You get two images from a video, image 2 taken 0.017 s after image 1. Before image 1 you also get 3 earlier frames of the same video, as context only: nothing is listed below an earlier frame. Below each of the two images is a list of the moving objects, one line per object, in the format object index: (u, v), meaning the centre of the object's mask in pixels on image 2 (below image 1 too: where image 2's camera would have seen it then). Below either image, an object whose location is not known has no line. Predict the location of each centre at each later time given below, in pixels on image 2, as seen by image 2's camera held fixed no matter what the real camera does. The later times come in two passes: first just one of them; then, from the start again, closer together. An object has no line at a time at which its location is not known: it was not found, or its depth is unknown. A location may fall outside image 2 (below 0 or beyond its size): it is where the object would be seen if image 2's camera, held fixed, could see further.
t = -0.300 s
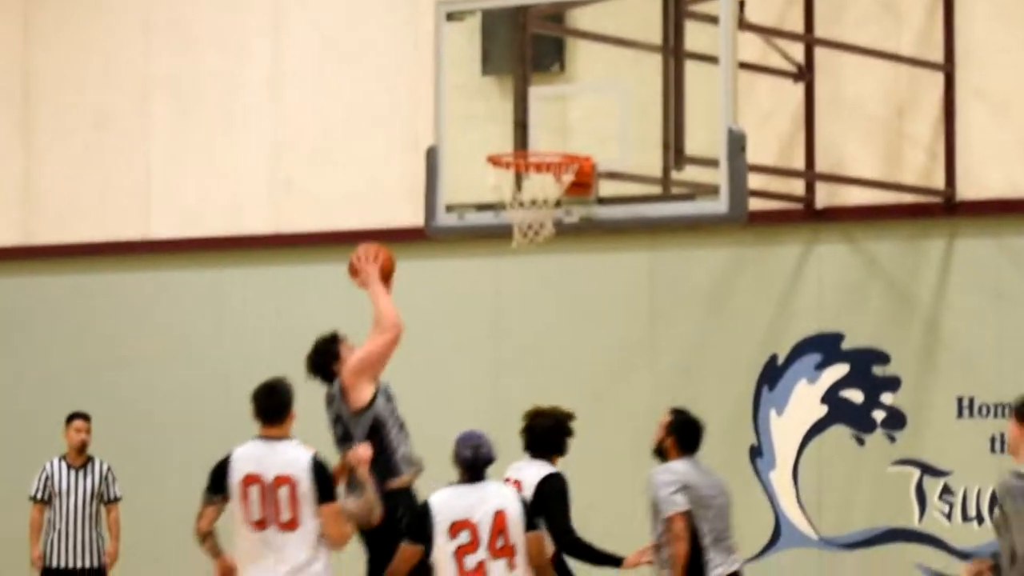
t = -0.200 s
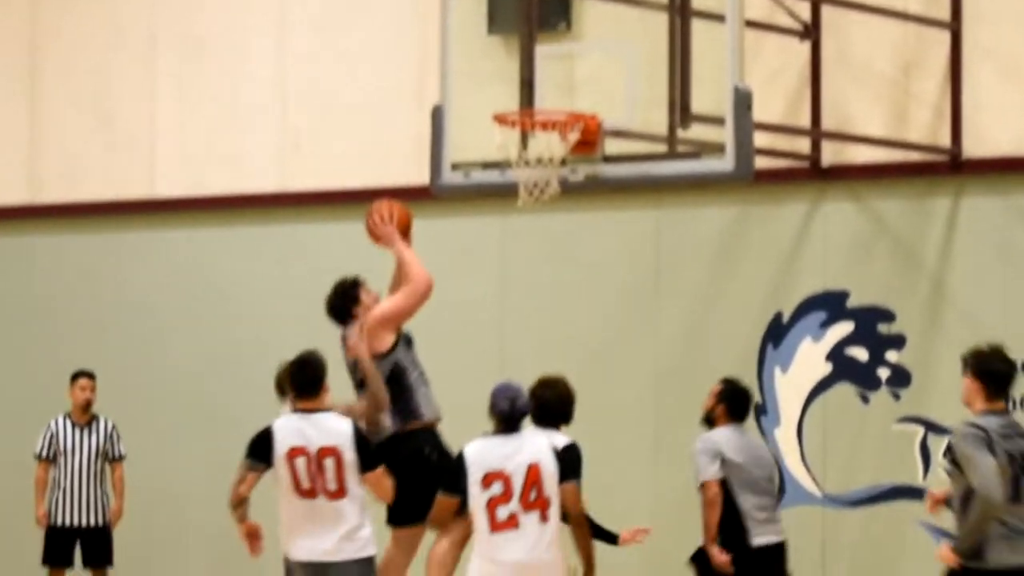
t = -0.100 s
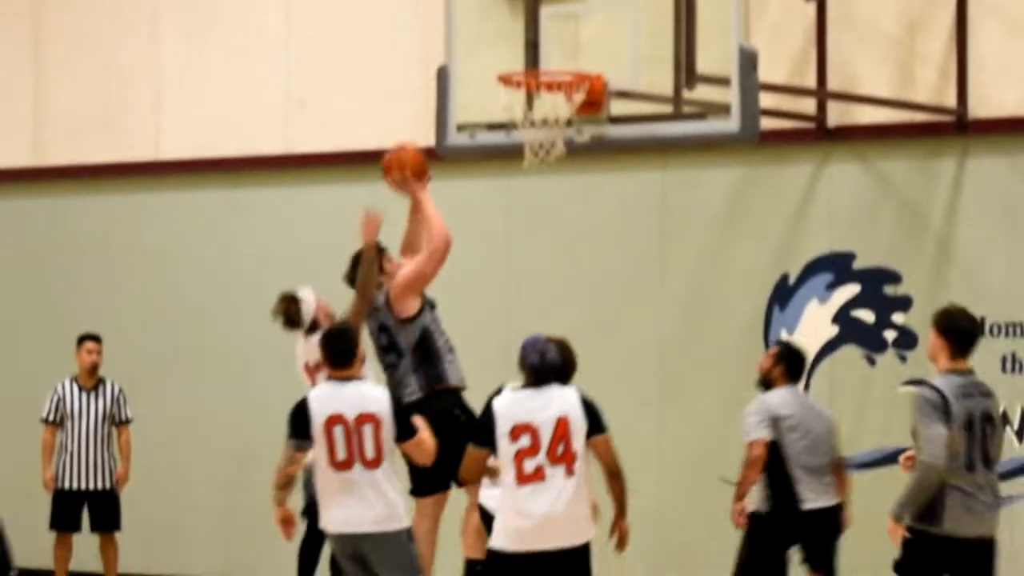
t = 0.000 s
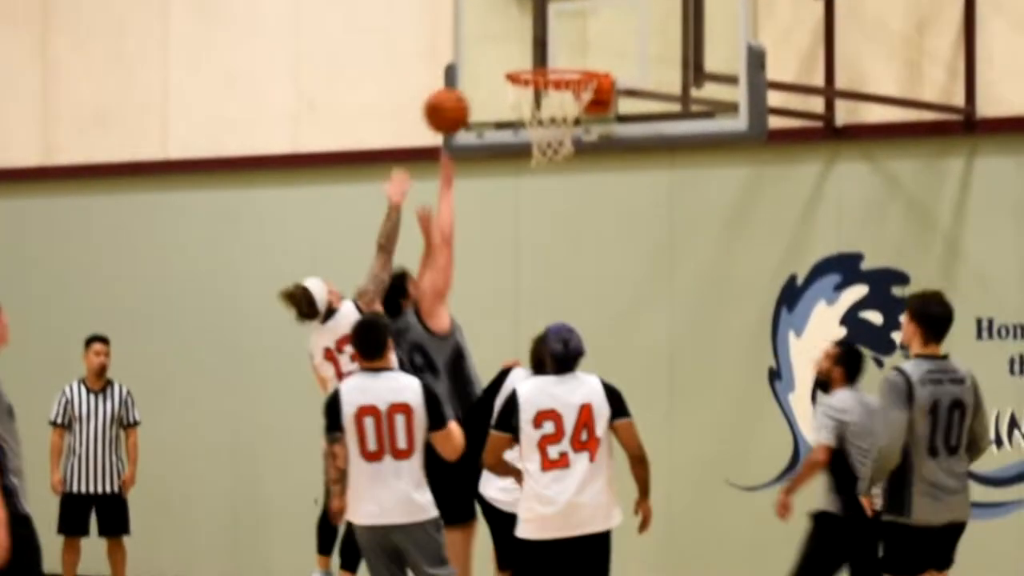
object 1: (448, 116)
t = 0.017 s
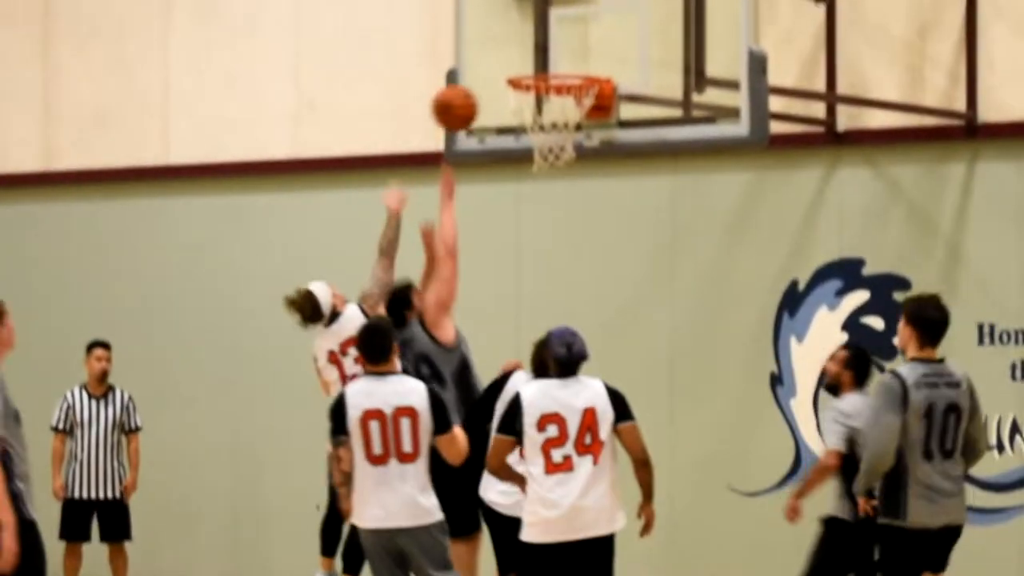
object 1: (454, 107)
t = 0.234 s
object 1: (542, 43)
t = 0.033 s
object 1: (461, 99)
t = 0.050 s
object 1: (468, 91)
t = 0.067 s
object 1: (476, 84)
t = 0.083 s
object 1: (483, 77)
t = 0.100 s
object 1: (490, 71)
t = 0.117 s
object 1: (497, 65)
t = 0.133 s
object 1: (504, 60)
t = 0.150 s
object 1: (511, 55)
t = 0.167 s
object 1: (519, 52)
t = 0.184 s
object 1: (526, 48)
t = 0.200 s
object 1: (533, 46)
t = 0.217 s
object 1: (539, 43)
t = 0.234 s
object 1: (542, 43)
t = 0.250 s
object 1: (542, 43)
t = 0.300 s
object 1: (543, 47)
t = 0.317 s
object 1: (543, 49)
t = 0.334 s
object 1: (543, 52)
